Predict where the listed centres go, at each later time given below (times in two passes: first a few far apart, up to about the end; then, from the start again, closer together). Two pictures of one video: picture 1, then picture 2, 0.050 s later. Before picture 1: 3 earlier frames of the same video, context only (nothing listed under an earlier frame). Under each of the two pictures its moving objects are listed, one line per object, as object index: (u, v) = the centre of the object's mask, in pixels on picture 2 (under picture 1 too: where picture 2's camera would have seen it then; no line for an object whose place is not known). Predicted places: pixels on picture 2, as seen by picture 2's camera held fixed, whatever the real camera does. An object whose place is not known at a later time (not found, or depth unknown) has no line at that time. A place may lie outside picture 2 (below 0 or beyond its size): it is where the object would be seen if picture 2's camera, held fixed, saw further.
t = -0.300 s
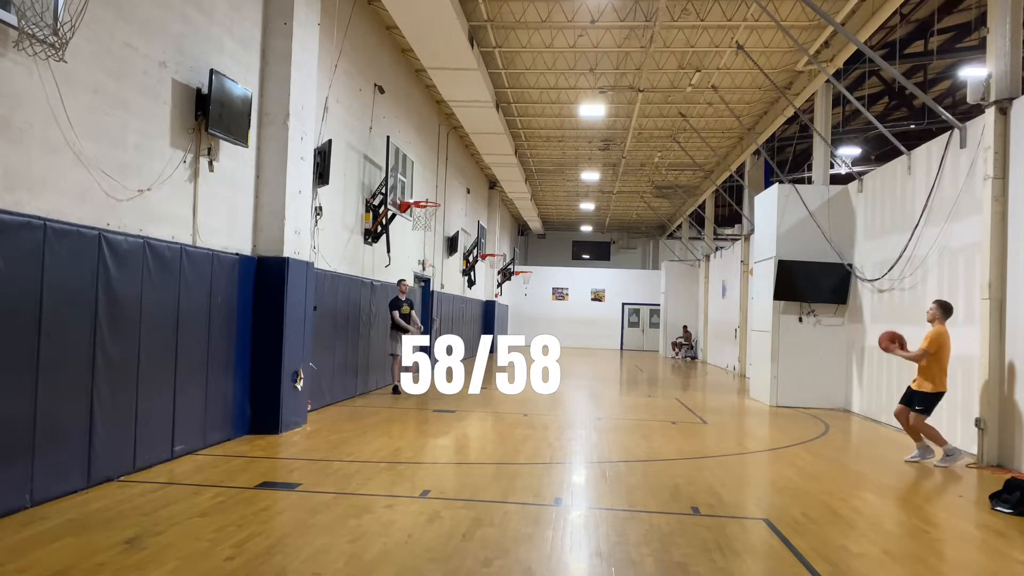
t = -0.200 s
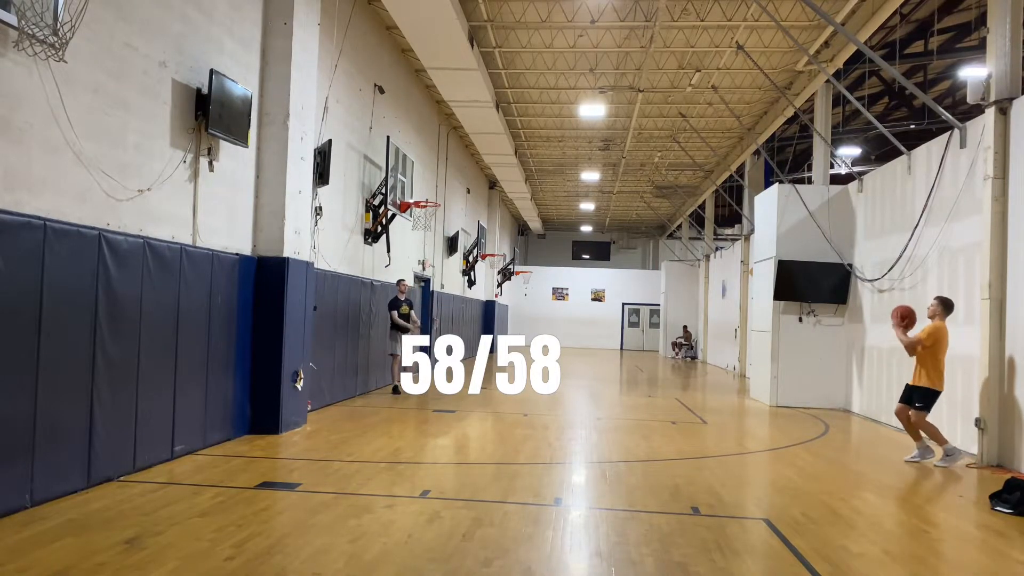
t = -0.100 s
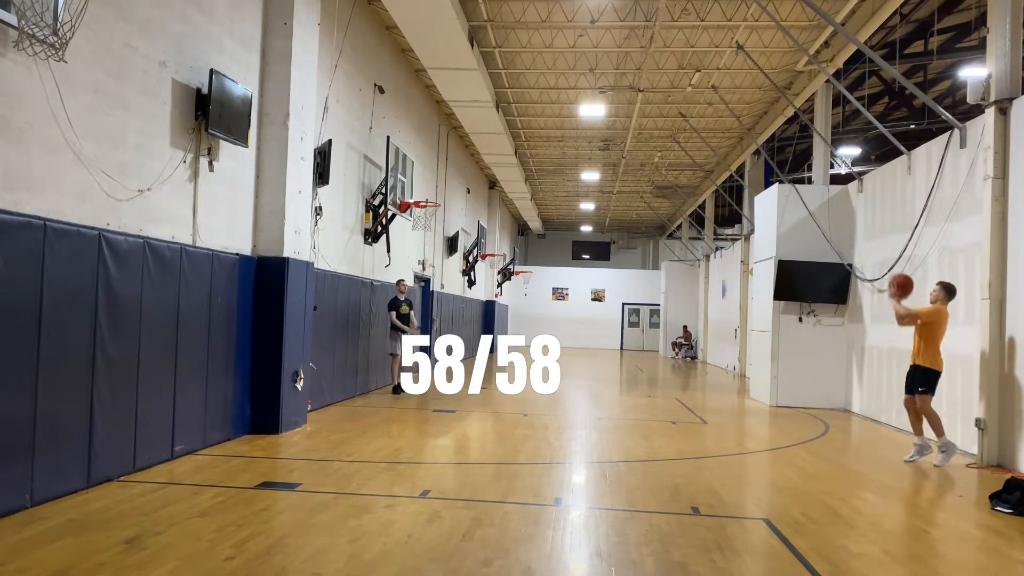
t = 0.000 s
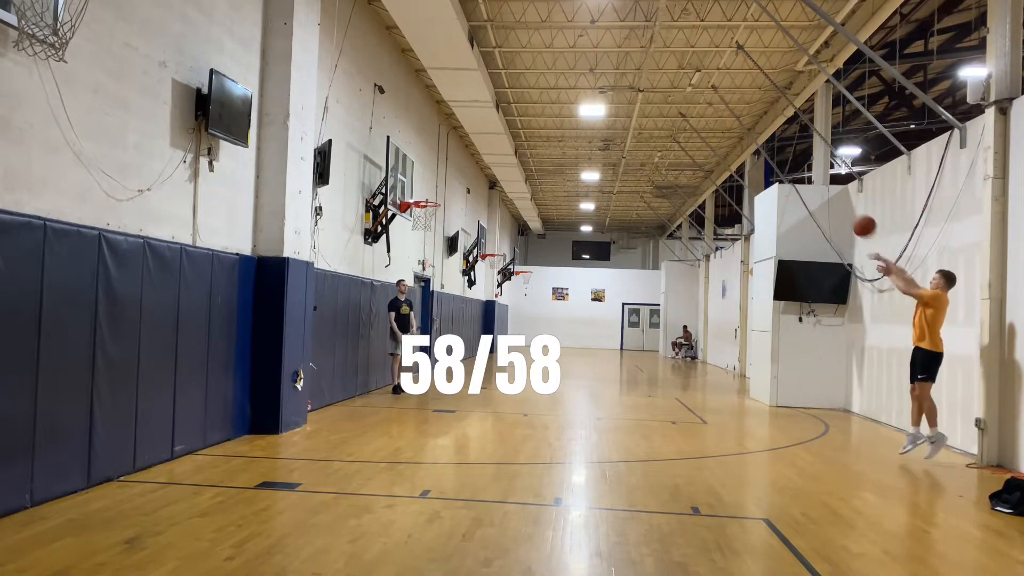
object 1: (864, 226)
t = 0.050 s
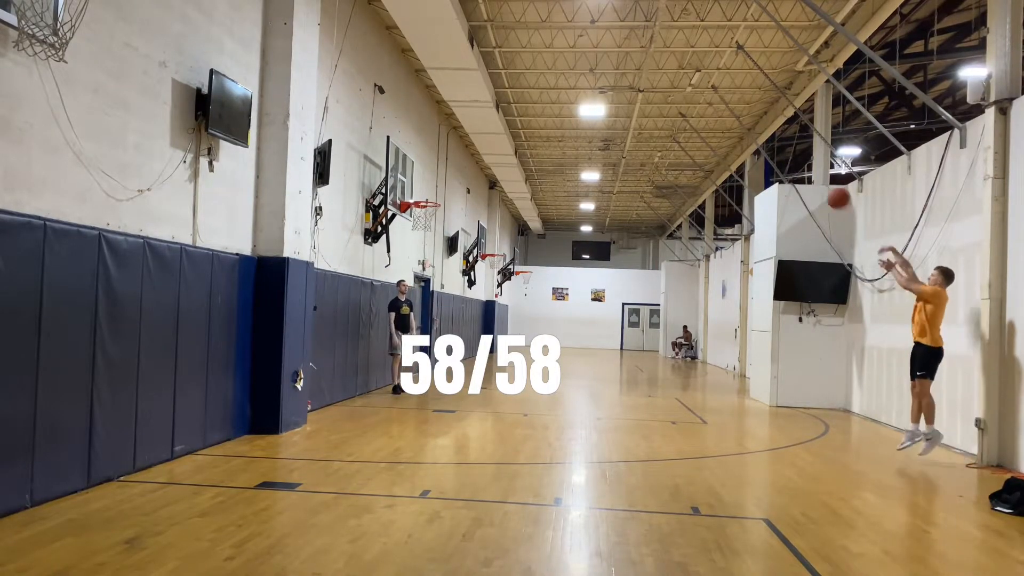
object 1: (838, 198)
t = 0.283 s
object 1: (731, 107)
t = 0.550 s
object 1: (630, 68)
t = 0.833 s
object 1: (540, 85)
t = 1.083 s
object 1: (472, 139)
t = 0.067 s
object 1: (830, 190)
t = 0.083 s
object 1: (821, 181)
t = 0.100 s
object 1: (813, 173)
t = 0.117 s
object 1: (804, 165)
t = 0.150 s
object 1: (789, 152)
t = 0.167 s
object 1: (782, 145)
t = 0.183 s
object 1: (774, 139)
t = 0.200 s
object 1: (767, 133)
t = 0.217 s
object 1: (759, 126)
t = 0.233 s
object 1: (751, 120)
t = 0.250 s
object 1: (744, 116)
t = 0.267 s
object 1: (737, 111)
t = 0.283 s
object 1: (731, 107)
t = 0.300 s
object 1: (722, 102)
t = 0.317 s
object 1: (716, 98)
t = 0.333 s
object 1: (710, 94)
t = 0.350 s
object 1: (704, 91)
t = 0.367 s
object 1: (697, 87)
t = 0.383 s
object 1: (690, 85)
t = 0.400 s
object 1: (683, 82)
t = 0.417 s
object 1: (677, 80)
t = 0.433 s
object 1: (671, 77)
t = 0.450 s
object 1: (665, 76)
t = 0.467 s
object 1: (659, 74)
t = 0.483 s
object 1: (653, 72)
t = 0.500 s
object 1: (647, 71)
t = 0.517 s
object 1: (641, 70)
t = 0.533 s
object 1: (635, 69)
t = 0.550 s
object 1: (630, 68)
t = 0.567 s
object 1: (623, 68)
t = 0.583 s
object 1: (619, 67)
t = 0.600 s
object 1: (614, 67)
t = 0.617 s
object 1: (607, 67)
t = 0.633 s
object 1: (600, 68)
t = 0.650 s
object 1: (596, 68)
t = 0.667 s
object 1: (591, 69)
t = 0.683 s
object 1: (586, 69)
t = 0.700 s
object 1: (580, 70)
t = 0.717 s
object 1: (575, 72)
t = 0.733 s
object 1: (570, 73)
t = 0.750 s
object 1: (564, 75)
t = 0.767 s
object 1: (560, 77)
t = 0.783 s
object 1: (554, 78)
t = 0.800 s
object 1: (550, 80)
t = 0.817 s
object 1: (544, 83)
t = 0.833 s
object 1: (540, 85)
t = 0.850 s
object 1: (535, 88)
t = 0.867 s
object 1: (530, 91)
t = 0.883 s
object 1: (526, 93)
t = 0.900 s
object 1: (520, 96)
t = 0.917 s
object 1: (517, 99)
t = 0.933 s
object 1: (512, 103)
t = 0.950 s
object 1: (507, 106)
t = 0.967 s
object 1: (502, 110)
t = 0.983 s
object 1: (497, 114)
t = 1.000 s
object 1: (493, 118)
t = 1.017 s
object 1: (489, 122)
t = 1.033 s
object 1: (485, 126)
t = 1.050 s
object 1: (480, 130)
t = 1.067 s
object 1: (476, 134)
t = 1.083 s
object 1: (472, 139)
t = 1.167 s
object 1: (451, 163)
